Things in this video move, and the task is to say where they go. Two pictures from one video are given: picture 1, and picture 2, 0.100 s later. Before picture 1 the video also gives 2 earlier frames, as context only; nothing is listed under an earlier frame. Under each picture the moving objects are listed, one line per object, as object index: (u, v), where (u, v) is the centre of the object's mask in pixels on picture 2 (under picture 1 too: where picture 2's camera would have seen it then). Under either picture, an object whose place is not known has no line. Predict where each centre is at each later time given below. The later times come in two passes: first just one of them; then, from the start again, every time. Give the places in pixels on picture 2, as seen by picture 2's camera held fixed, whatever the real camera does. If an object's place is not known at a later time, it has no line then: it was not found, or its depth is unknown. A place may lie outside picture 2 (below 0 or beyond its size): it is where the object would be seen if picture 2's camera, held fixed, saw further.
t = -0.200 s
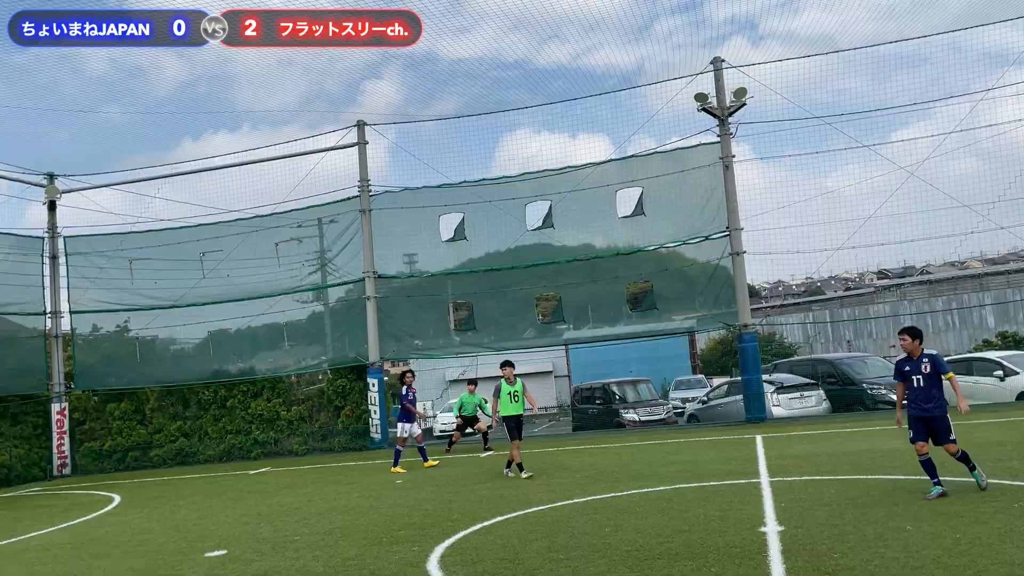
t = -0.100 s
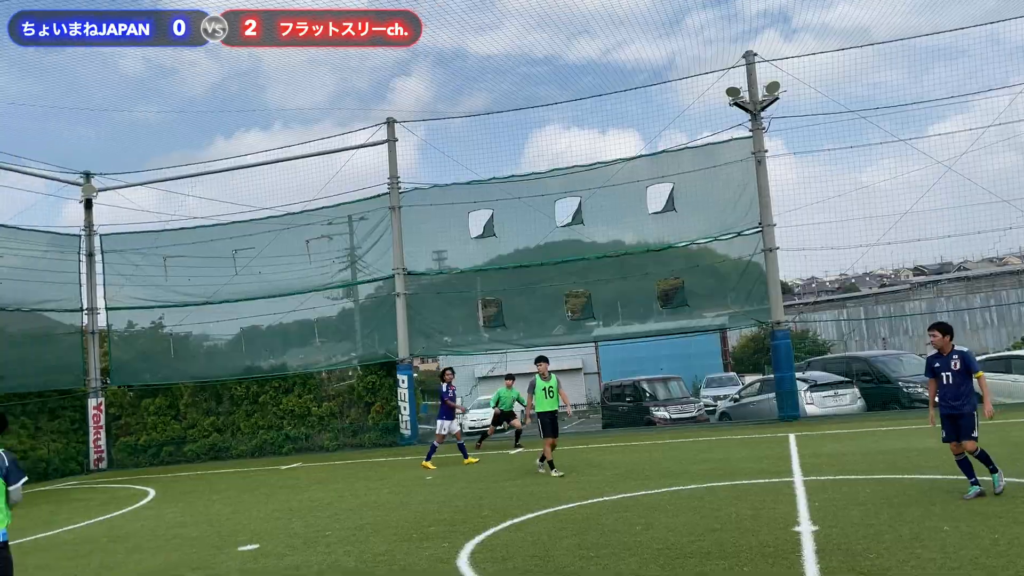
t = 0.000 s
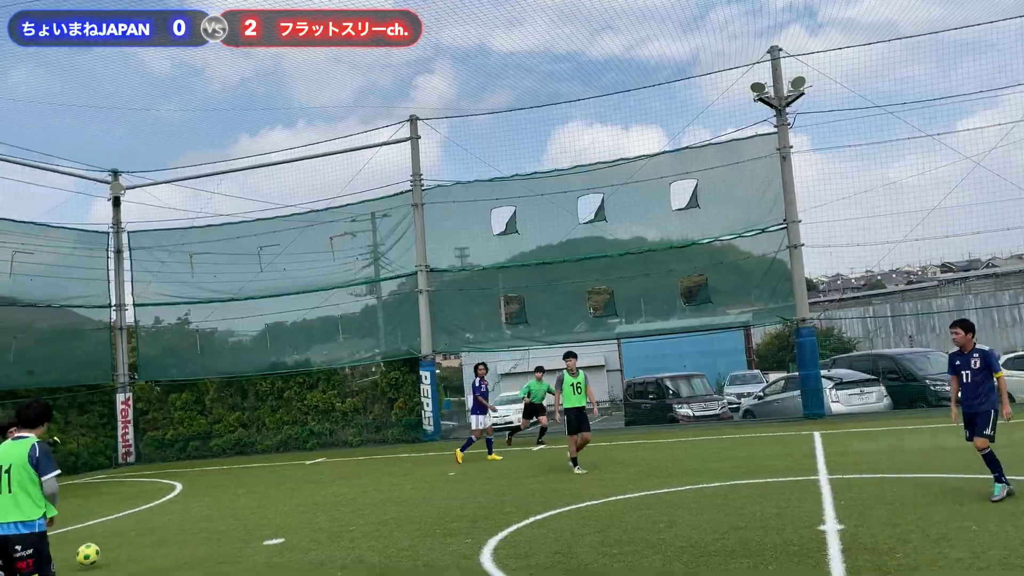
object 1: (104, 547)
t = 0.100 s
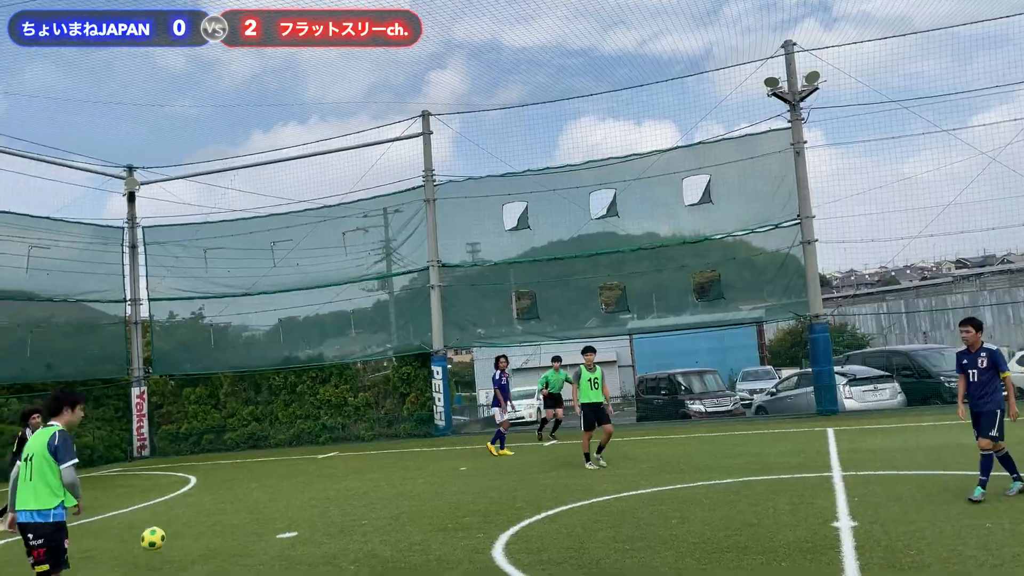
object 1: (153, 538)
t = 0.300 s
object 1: (276, 565)
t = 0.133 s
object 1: (171, 539)
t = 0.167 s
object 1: (190, 540)
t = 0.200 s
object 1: (210, 543)
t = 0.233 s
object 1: (231, 548)
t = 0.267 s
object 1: (253, 556)
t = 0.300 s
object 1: (276, 565)
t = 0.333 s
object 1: (302, 577)
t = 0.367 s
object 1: (328, 590)
